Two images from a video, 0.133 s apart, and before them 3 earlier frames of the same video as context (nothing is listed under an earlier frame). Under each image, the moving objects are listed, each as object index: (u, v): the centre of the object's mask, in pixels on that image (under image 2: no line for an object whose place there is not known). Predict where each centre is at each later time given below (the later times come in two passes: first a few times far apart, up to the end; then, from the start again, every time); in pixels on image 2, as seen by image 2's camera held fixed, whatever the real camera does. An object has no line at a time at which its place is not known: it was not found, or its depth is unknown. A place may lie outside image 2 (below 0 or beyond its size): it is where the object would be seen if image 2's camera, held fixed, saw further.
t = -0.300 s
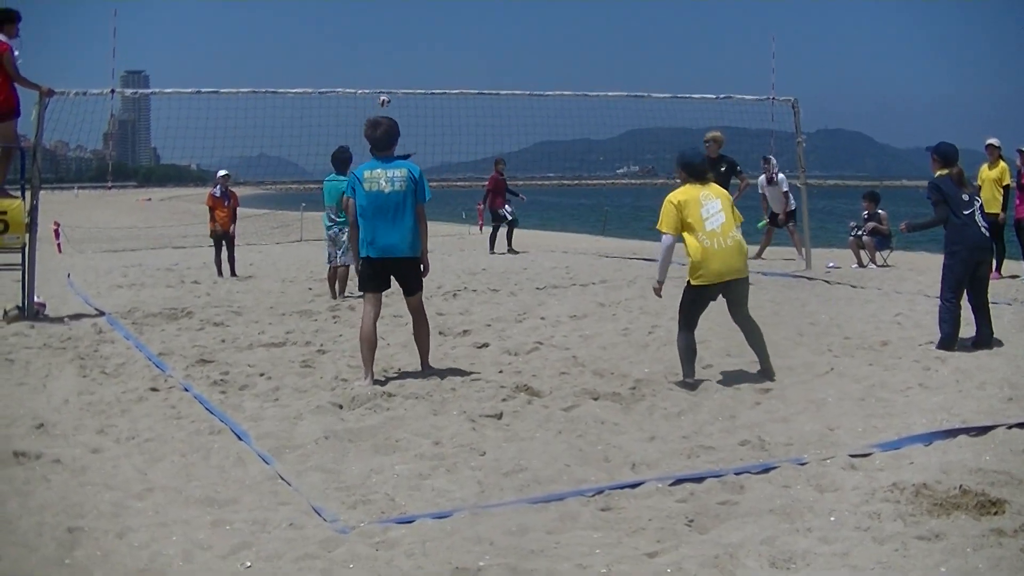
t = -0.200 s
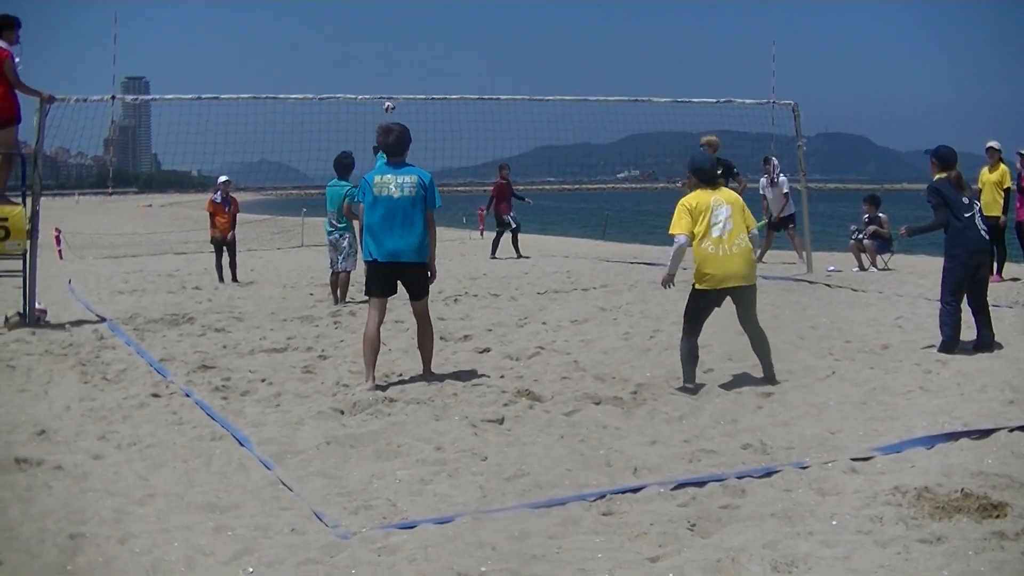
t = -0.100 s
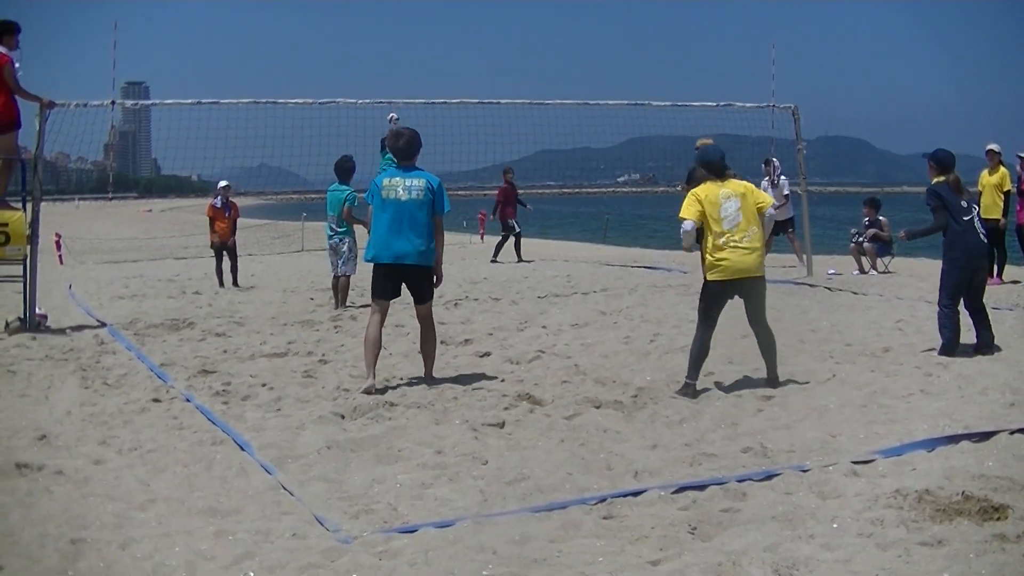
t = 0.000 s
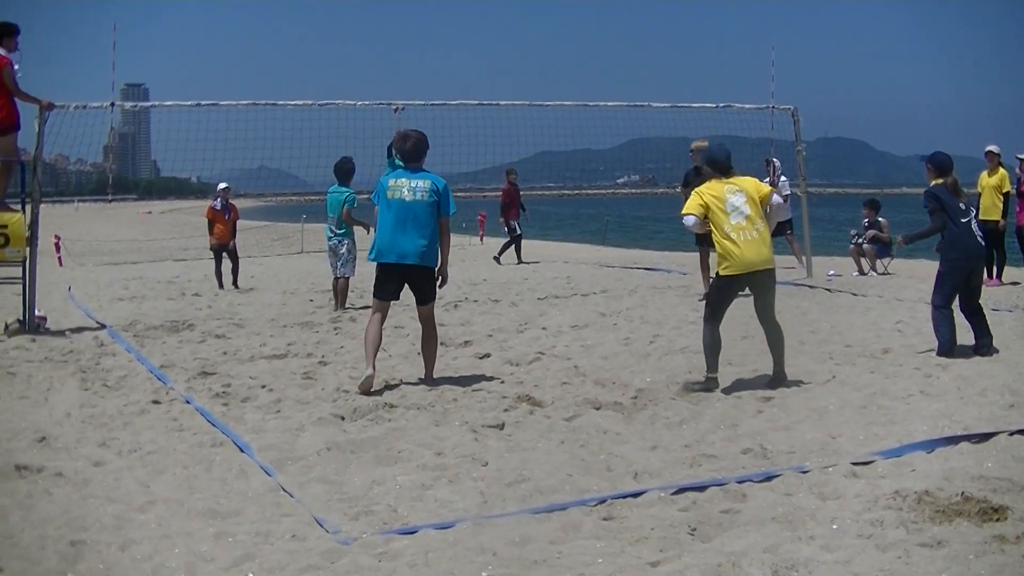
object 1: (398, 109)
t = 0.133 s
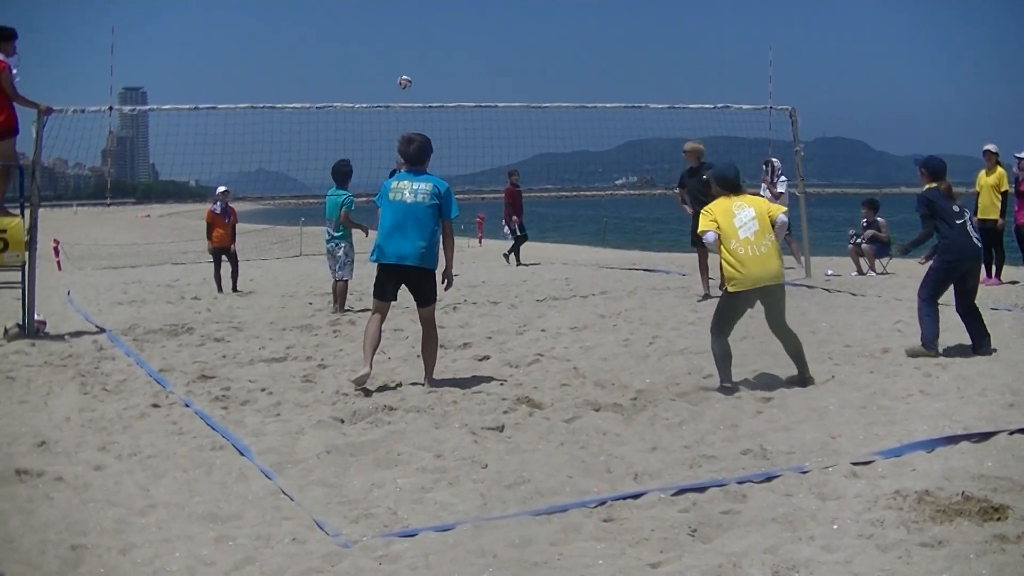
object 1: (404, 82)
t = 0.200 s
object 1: (408, 70)
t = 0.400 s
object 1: (424, 49)
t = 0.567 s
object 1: (444, 54)
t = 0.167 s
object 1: (407, 76)
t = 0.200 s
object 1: (408, 70)
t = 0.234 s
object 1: (411, 66)
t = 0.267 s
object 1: (413, 62)
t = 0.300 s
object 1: (416, 57)
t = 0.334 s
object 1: (418, 54)
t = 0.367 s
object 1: (421, 51)
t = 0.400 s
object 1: (424, 49)
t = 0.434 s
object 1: (428, 49)
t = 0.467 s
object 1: (431, 48)
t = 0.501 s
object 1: (436, 49)
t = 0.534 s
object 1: (439, 51)
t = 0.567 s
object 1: (444, 54)
